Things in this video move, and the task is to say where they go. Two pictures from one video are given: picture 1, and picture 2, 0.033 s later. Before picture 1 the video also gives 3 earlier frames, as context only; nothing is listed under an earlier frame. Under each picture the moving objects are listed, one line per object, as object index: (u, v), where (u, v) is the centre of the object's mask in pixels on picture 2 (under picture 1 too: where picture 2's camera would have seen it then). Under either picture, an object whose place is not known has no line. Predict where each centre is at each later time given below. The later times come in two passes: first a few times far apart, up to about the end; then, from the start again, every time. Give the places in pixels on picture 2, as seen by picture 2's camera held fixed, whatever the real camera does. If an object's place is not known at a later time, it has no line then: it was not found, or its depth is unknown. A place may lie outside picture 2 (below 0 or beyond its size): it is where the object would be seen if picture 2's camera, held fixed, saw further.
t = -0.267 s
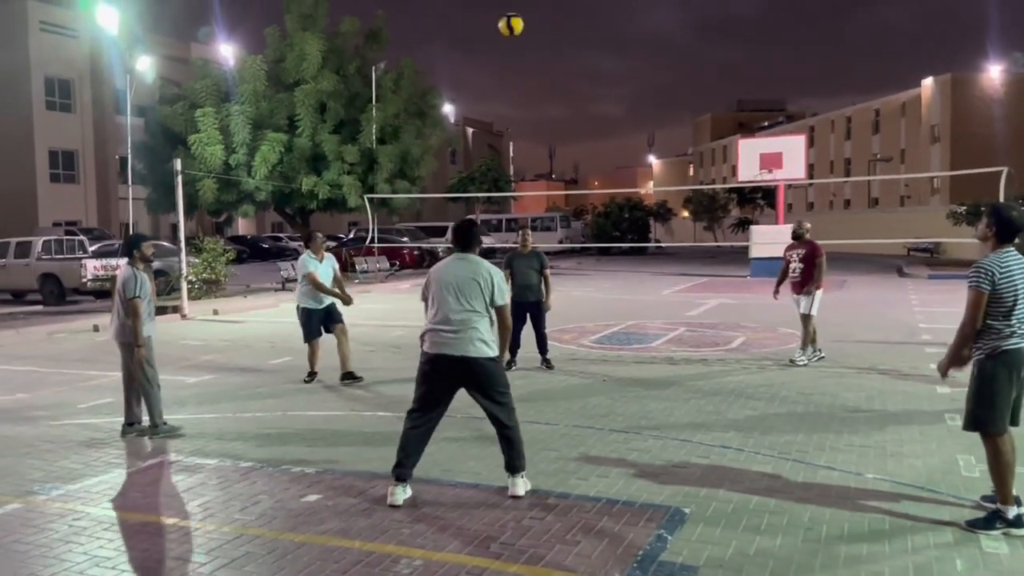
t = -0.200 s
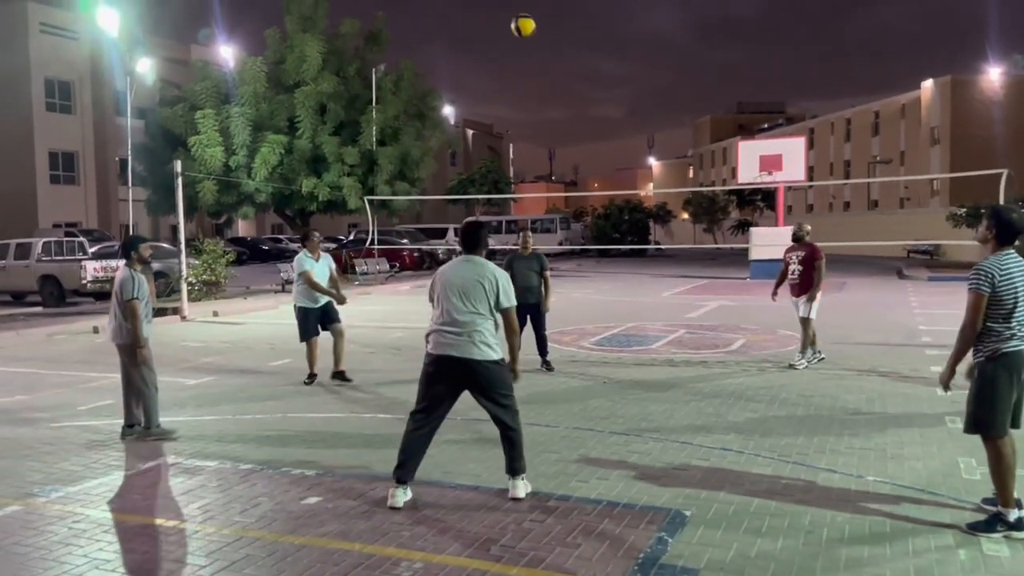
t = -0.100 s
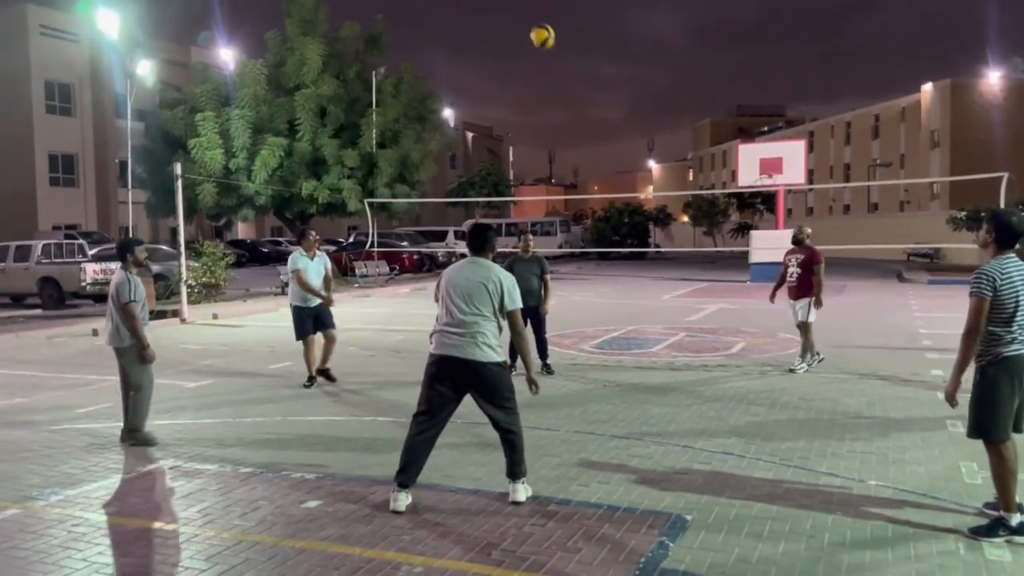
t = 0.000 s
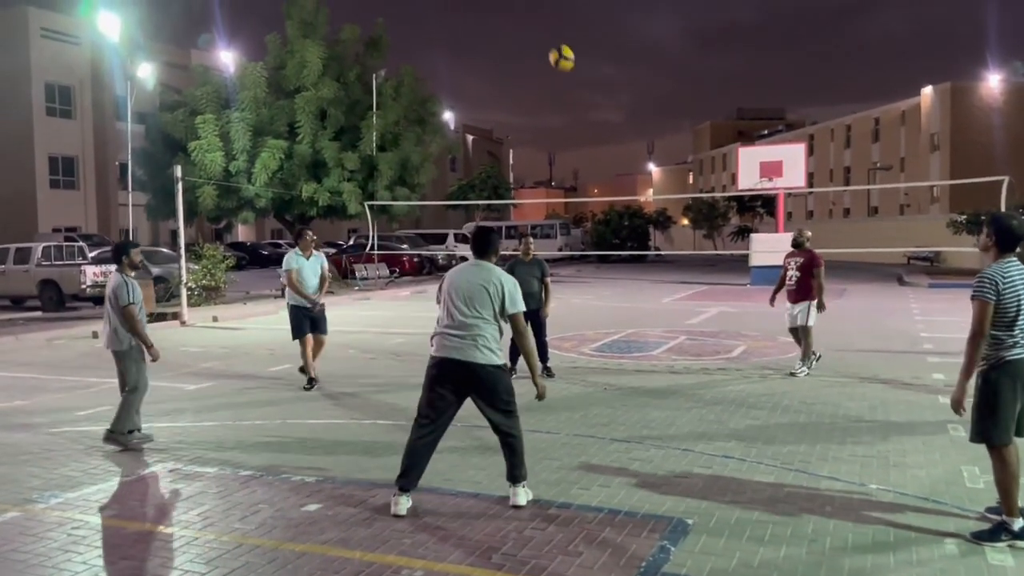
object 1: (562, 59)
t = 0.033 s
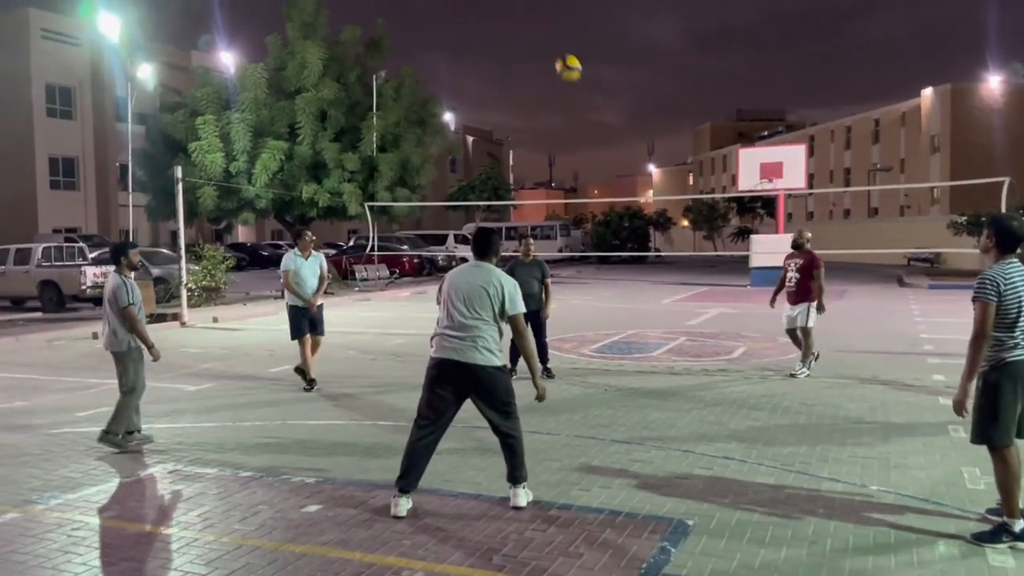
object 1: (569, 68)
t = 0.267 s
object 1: (612, 161)
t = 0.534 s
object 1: (660, 337)
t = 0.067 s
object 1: (575, 78)
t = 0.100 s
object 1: (581, 89)
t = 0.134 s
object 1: (587, 101)
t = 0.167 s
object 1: (594, 114)
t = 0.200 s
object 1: (600, 129)
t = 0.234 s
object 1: (606, 145)
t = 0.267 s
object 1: (612, 161)
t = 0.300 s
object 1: (618, 179)
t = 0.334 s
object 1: (624, 198)
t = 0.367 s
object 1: (630, 220)
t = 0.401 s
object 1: (636, 240)
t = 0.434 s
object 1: (642, 264)
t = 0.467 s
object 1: (648, 287)
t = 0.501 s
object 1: (654, 312)
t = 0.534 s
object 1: (660, 337)
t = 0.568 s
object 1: (665, 364)
